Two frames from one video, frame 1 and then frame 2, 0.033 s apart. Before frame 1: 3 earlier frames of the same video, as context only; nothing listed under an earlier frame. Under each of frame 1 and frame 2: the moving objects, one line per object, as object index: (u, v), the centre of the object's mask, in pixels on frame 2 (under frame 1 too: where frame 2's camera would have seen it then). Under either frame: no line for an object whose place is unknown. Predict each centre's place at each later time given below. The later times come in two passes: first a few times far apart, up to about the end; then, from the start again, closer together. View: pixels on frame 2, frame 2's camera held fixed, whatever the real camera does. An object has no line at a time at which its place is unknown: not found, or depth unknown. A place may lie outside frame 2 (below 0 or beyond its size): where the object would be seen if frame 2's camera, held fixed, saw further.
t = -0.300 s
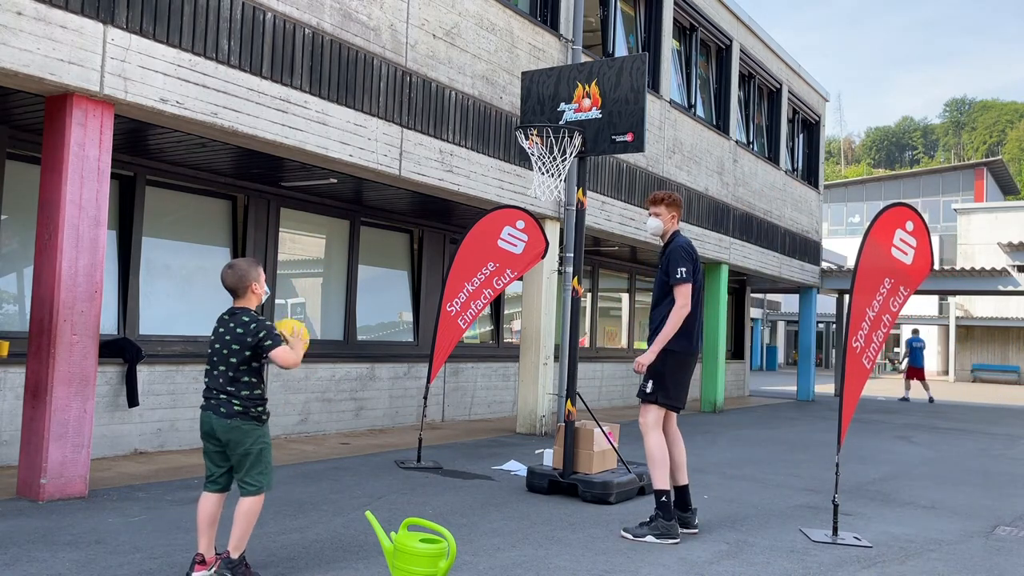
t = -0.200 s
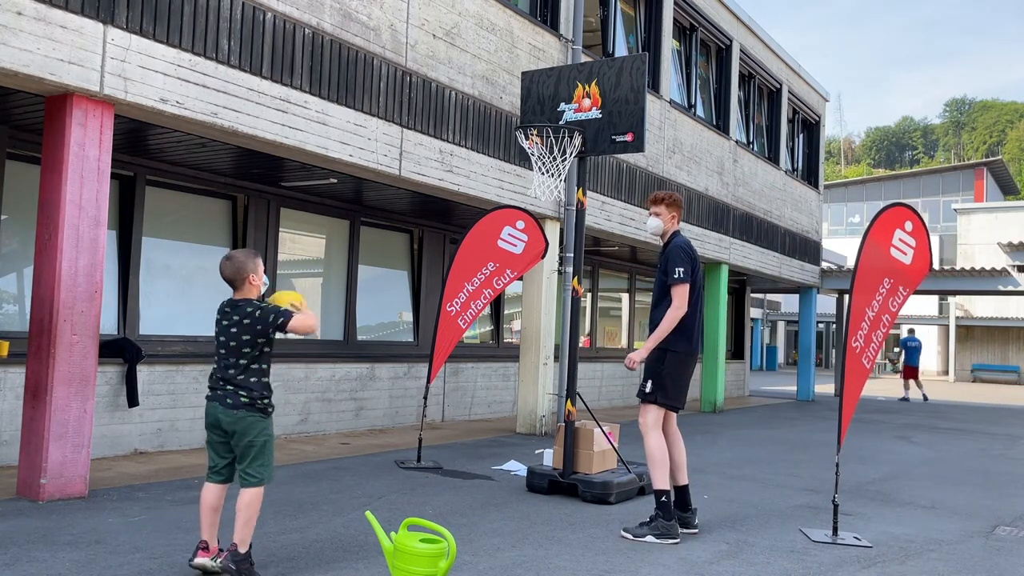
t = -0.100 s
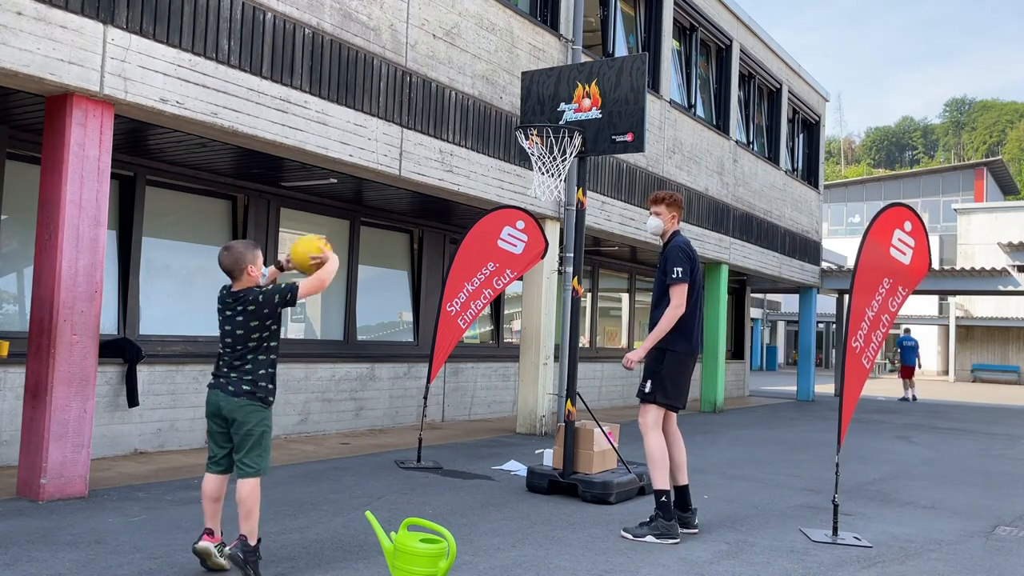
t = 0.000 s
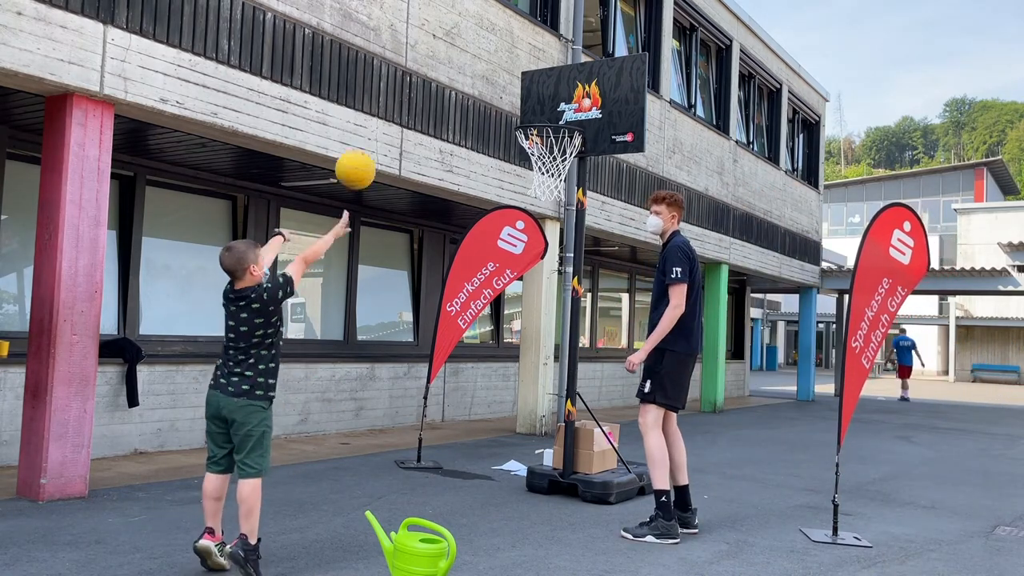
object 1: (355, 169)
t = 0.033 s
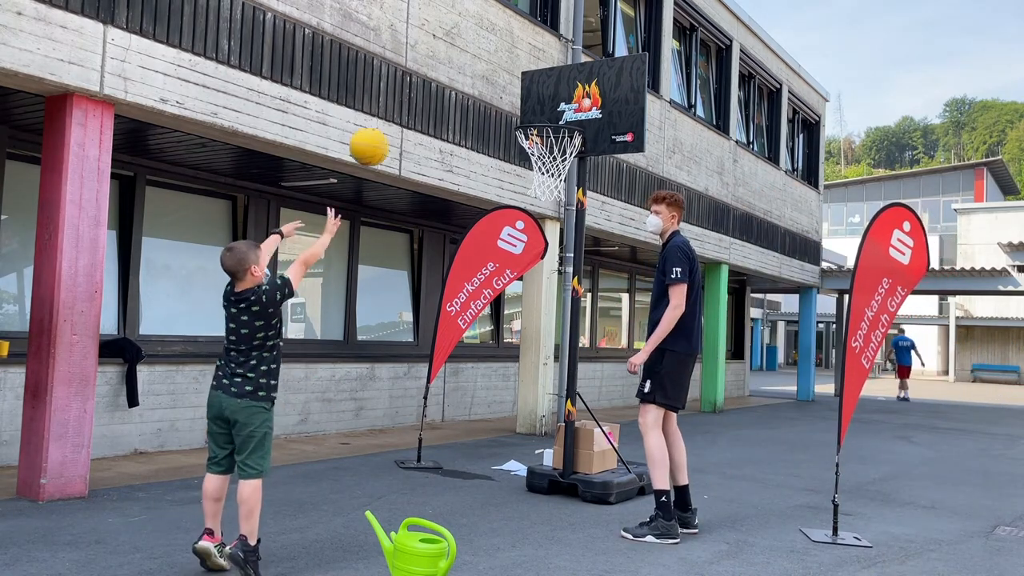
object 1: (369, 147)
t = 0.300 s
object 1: (457, 56)
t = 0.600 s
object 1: (527, 96)
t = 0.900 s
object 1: (552, 82)
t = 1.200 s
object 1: (535, 120)
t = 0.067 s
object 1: (382, 127)
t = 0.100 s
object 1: (394, 110)
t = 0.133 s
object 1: (406, 95)
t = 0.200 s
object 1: (428, 73)
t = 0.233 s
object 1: (438, 66)
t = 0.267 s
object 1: (448, 60)
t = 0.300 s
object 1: (457, 56)
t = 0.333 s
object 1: (466, 55)
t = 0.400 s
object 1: (483, 56)
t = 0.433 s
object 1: (491, 60)
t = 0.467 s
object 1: (499, 64)
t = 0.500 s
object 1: (506, 70)
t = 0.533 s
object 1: (514, 77)
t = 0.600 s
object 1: (527, 96)
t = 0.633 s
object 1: (534, 108)
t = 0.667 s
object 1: (540, 116)
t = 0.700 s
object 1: (543, 113)
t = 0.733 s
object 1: (548, 107)
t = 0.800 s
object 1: (555, 95)
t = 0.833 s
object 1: (555, 89)
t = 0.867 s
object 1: (553, 85)
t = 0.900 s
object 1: (552, 82)
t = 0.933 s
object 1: (550, 80)
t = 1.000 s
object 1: (547, 82)
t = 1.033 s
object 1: (545, 84)
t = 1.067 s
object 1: (543, 89)
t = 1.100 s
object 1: (541, 95)
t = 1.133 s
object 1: (538, 103)
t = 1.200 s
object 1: (535, 120)
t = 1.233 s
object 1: (539, 132)
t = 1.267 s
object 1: (545, 141)
